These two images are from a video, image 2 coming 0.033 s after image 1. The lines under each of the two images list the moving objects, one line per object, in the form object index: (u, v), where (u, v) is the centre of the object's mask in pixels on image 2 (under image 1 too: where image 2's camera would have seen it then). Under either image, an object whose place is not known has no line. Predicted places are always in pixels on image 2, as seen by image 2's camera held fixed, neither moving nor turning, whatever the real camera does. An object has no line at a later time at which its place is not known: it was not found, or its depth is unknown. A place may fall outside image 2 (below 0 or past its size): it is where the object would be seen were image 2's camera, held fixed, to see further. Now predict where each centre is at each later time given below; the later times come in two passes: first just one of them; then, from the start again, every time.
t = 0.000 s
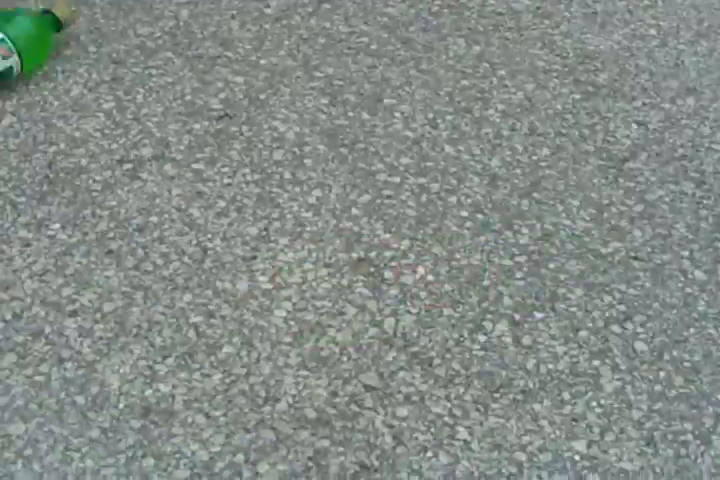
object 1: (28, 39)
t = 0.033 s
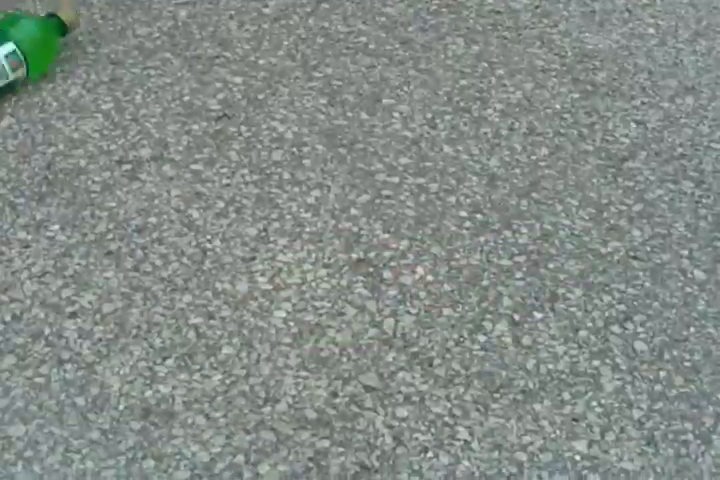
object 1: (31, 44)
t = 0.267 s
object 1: (60, 89)
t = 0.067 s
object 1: (36, 48)
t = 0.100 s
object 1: (40, 55)
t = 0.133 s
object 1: (43, 61)
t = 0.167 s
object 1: (47, 67)
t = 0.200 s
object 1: (50, 74)
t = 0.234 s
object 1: (53, 82)
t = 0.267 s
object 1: (60, 89)
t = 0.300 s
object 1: (65, 96)
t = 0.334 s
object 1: (71, 102)
